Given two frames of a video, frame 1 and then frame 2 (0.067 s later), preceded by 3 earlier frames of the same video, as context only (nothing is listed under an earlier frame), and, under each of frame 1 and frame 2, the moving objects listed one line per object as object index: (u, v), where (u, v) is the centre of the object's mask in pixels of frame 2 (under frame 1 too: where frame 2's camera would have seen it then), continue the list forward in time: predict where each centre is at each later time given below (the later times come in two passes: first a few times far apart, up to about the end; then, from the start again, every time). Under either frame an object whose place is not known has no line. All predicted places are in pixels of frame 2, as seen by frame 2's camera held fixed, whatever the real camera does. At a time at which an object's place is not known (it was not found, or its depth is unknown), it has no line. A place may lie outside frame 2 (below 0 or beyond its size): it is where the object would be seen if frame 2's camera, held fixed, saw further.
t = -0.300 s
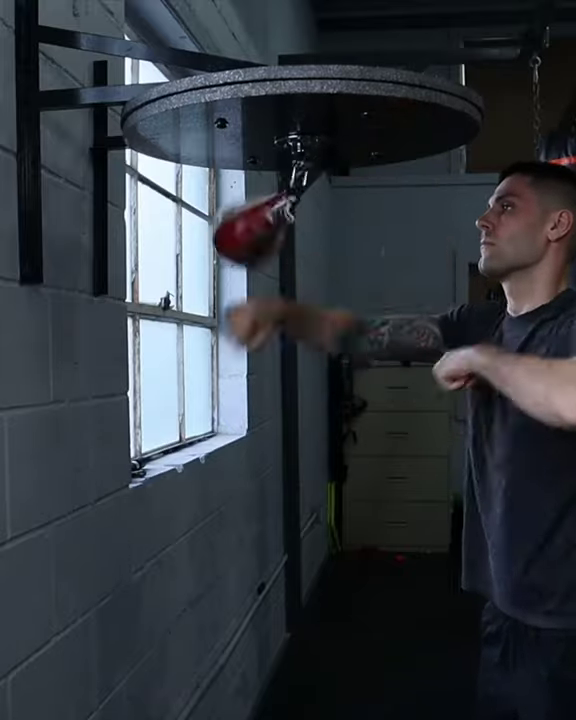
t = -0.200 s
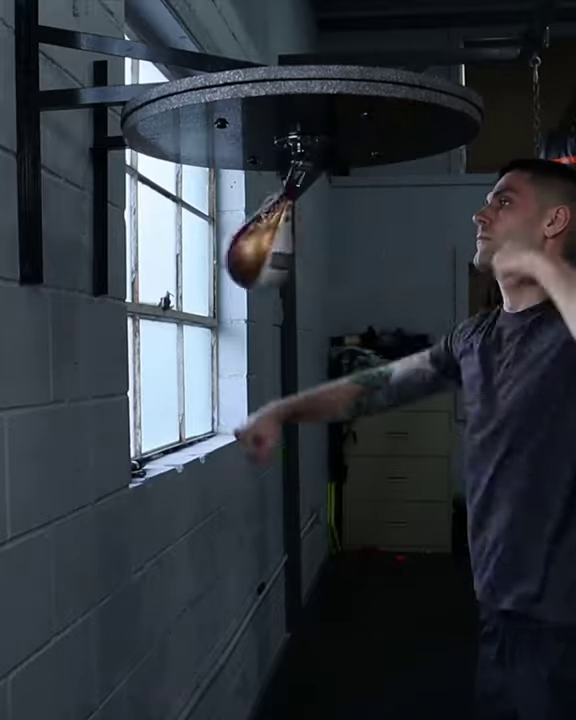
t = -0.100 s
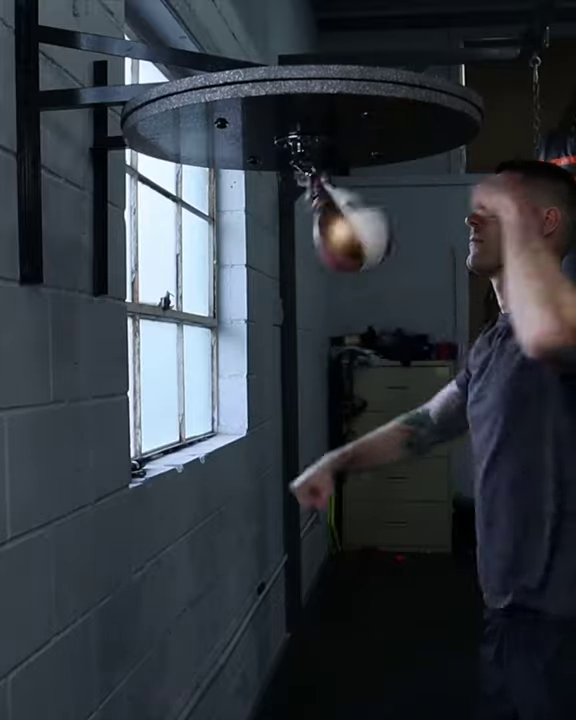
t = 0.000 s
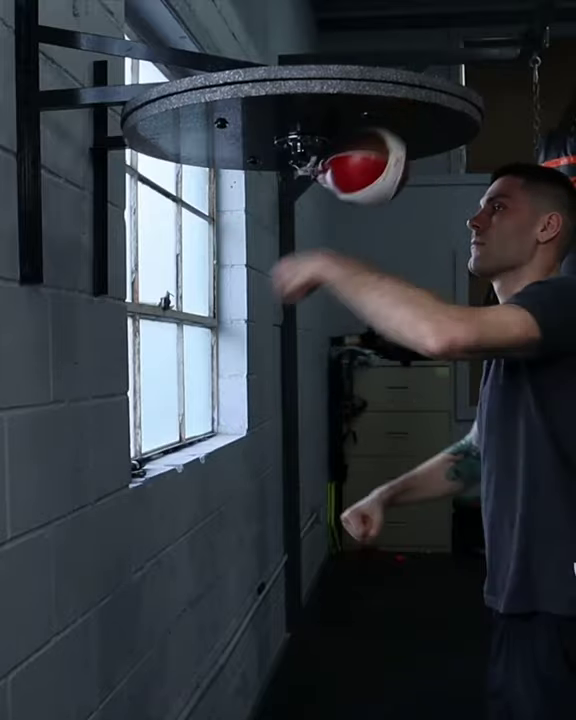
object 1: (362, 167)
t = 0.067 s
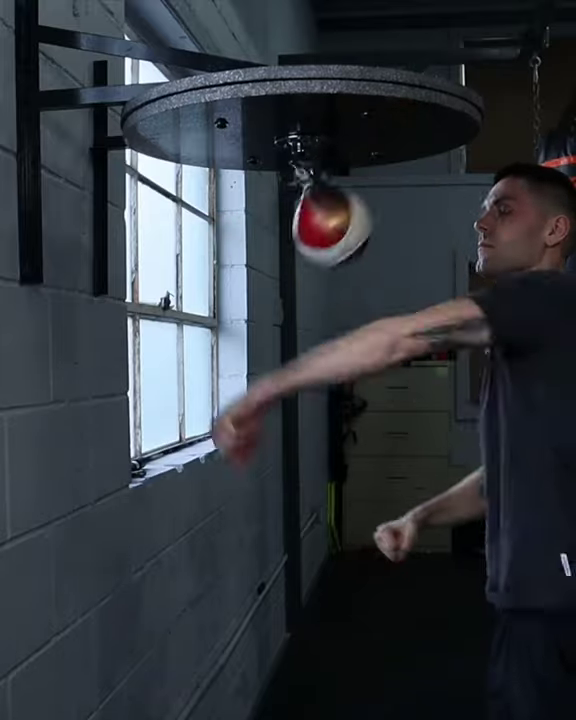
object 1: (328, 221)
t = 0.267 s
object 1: (269, 208)
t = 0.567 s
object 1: (314, 237)
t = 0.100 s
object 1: (305, 239)
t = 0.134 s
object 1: (287, 246)
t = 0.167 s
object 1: (275, 244)
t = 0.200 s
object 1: (268, 235)
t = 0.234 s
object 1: (265, 223)
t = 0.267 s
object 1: (269, 208)
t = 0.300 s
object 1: (273, 197)
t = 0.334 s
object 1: (279, 194)
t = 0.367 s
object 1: (287, 204)
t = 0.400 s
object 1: (295, 217)
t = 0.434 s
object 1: (302, 229)
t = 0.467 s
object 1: (308, 241)
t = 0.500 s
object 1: (313, 246)
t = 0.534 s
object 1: (315, 245)
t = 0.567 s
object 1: (314, 237)
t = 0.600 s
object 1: (311, 226)
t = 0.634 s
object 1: (304, 210)
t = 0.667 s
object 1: (295, 189)
